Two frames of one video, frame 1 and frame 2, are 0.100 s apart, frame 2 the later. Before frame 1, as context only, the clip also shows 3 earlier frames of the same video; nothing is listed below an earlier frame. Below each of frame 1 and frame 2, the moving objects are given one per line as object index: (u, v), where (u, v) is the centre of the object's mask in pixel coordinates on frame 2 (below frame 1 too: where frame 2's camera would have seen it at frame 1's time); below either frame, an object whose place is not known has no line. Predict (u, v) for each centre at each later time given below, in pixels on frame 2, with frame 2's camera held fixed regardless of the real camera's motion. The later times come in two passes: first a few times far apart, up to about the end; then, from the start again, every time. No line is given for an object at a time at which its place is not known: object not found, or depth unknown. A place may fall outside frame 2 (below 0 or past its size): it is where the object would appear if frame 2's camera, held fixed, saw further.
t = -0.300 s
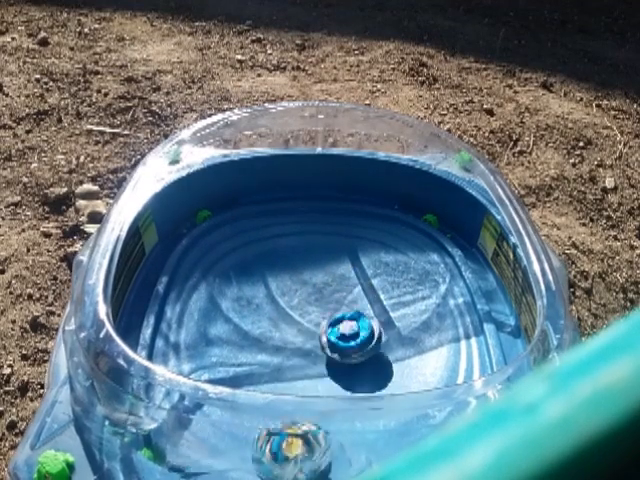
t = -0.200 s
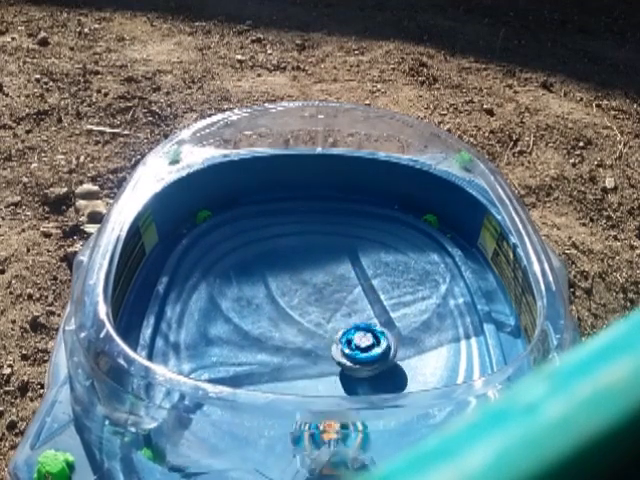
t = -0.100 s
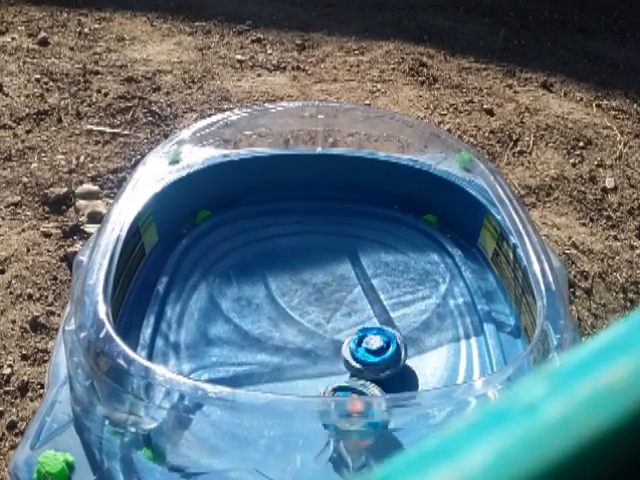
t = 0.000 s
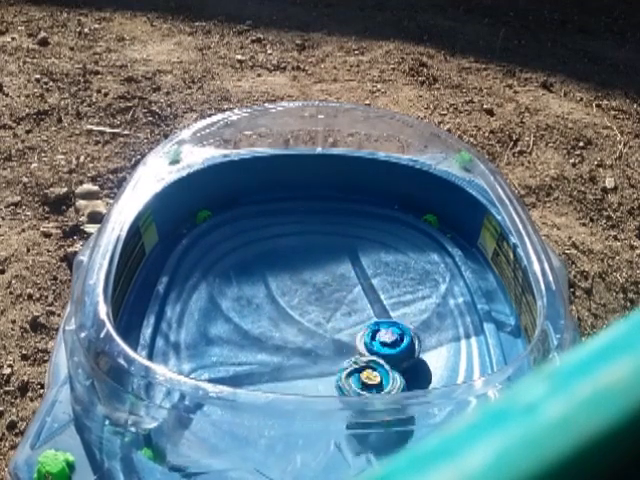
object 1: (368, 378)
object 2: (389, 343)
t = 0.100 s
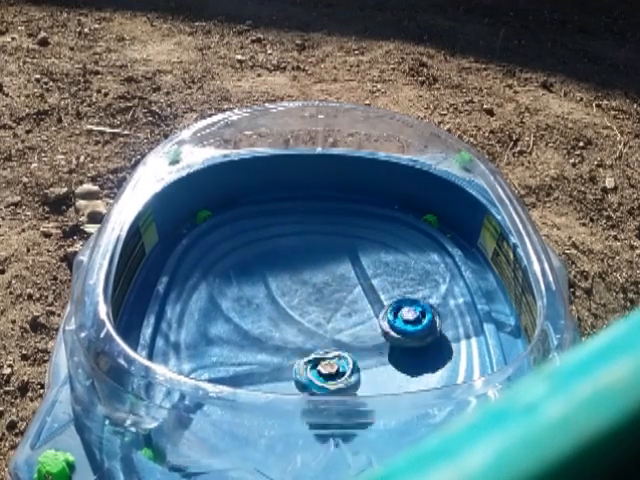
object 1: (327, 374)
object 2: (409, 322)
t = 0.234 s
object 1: (310, 357)
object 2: (395, 310)
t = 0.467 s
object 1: (285, 330)
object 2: (347, 314)
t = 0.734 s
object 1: (199, 302)
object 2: (353, 329)
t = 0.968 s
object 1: (235, 289)
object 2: (322, 343)
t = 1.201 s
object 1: (257, 263)
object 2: (304, 358)
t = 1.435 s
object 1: (304, 260)
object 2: (300, 361)
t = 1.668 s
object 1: (360, 268)
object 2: (298, 347)
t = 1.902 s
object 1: (397, 293)
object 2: (290, 326)
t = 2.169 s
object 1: (400, 333)
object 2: (276, 305)
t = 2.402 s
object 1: (359, 369)
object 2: (276, 297)
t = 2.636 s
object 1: (298, 377)
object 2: (291, 295)
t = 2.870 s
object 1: (255, 358)
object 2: (313, 293)
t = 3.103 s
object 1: (244, 317)
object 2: (331, 292)
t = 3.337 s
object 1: (263, 278)
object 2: (343, 295)
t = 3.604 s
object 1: (306, 257)
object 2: (350, 305)
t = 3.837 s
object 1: (350, 263)
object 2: (349, 320)
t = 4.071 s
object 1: (380, 289)
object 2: (345, 335)
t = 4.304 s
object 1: (400, 316)
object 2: (330, 350)
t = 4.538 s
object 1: (397, 336)
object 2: (310, 357)
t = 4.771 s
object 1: (393, 334)
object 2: (280, 359)
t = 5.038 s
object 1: (330, 323)
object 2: (270, 345)
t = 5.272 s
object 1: (335, 298)
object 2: (271, 317)
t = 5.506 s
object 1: (372, 285)
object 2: (269, 292)
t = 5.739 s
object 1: (410, 279)
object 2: (305, 276)
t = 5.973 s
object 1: (397, 298)
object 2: (341, 264)
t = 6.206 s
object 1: (343, 321)
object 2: (362, 266)
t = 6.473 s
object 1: (263, 320)
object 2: (374, 293)
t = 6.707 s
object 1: (227, 298)
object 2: (374, 327)
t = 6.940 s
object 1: (247, 287)
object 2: (359, 358)
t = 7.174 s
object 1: (303, 296)
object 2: (332, 374)
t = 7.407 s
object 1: (356, 321)
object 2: (298, 373)
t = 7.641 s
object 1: (382, 350)
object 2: (272, 357)
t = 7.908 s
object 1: (352, 365)
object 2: (262, 324)
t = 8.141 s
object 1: (308, 345)
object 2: (269, 295)
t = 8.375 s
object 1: (278, 321)
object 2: (299, 271)
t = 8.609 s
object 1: (289, 306)
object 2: (333, 262)
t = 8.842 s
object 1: (323, 303)
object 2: (364, 271)
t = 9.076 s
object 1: (334, 318)
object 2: (387, 299)
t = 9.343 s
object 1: (312, 332)
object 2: (374, 338)
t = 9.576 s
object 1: (294, 324)
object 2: (336, 359)
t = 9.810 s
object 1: (301, 309)
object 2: (287, 361)
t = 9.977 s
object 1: (319, 306)
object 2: (259, 349)
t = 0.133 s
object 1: (321, 368)
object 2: (408, 318)
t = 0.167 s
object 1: (316, 364)
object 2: (405, 314)
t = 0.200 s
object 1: (313, 360)
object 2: (401, 311)
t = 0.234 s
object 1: (310, 357)
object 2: (395, 310)
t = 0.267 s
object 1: (306, 353)
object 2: (390, 308)
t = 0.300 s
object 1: (303, 350)
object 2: (383, 307)
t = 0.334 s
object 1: (299, 345)
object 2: (375, 308)
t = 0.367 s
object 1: (296, 341)
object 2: (368, 308)
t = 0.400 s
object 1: (294, 337)
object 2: (362, 309)
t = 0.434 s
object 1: (289, 333)
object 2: (354, 311)
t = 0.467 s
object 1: (285, 330)
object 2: (347, 314)
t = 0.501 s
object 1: (280, 325)
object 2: (340, 316)
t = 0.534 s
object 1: (241, 314)
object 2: (354, 314)
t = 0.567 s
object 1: (205, 308)
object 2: (363, 318)
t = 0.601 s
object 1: (176, 298)
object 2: (365, 320)
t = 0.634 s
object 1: (171, 294)
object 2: (366, 323)
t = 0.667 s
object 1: (181, 297)
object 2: (362, 326)
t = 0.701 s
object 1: (190, 300)
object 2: (357, 327)
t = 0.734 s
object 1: (199, 302)
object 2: (353, 329)
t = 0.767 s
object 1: (207, 302)
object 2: (348, 330)
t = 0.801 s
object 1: (213, 301)
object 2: (344, 333)
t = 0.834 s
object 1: (220, 300)
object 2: (339, 335)
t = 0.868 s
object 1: (225, 299)
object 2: (334, 336)
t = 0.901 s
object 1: (230, 296)
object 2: (330, 339)
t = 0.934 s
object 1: (233, 293)
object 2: (326, 340)
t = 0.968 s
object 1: (235, 289)
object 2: (322, 343)
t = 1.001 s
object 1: (237, 284)
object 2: (318, 345)
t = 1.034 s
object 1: (238, 279)
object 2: (314, 348)
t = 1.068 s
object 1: (240, 275)
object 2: (311, 350)
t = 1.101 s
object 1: (243, 271)
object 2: (309, 353)
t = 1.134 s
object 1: (247, 268)
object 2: (307, 354)
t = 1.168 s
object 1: (252, 265)
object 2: (305, 356)
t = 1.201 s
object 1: (257, 263)
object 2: (304, 358)
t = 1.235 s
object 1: (262, 262)
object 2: (303, 359)
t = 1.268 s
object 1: (268, 261)
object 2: (302, 360)
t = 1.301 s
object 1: (274, 260)
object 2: (301, 362)
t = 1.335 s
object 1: (281, 259)
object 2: (301, 362)
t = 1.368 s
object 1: (289, 259)
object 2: (300, 362)
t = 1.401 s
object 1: (296, 259)
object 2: (301, 362)
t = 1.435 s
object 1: (304, 260)
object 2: (300, 361)
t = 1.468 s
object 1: (312, 260)
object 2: (300, 360)
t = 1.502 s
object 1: (321, 262)
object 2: (300, 359)
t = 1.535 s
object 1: (329, 262)
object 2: (298, 357)
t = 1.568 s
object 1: (337, 264)
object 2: (299, 354)
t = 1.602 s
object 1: (345, 264)
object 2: (298, 352)
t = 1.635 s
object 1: (352, 266)
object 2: (298, 350)
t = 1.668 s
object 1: (360, 268)
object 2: (298, 347)
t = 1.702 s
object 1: (367, 270)
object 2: (297, 345)
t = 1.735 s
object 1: (374, 273)
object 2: (297, 341)
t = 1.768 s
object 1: (379, 276)
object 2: (296, 338)
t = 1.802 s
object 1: (385, 279)
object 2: (294, 335)
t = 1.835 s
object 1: (389, 283)
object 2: (293, 332)
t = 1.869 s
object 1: (393, 288)
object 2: (292, 329)
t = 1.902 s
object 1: (397, 293)
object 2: (290, 326)
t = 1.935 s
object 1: (400, 297)
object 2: (289, 322)
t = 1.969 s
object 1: (404, 301)
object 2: (287, 319)
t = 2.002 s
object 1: (404, 306)
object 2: (285, 316)
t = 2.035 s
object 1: (404, 312)
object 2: (283, 313)
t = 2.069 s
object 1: (405, 318)
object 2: (281, 311)
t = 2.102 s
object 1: (404, 323)
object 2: (279, 308)
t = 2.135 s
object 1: (402, 328)
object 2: (277, 307)
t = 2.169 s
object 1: (400, 333)
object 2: (276, 305)
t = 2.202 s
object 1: (395, 340)
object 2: (275, 303)
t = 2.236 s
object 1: (391, 346)
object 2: (274, 302)
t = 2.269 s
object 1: (386, 351)
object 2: (274, 301)
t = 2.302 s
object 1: (380, 356)
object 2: (274, 299)
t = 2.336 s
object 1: (373, 361)
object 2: (274, 299)
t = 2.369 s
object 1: (366, 365)
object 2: (275, 298)
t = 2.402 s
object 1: (359, 369)
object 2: (276, 297)
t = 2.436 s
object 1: (351, 372)
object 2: (277, 297)
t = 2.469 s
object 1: (342, 374)
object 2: (279, 296)
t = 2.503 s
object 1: (334, 375)
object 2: (281, 295)
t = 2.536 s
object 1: (325, 376)
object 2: (284, 295)
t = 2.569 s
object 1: (315, 377)
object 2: (286, 295)
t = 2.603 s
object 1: (307, 377)
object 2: (288, 295)
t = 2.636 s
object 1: (298, 377)
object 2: (291, 295)
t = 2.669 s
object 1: (291, 375)
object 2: (294, 295)
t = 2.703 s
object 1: (283, 374)
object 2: (296, 294)
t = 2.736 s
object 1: (277, 372)
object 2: (300, 294)
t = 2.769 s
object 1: (270, 369)
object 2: (304, 294)
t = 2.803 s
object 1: (264, 367)
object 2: (306, 294)
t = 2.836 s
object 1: (258, 361)
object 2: (309, 294)
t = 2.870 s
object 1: (255, 358)
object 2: (313, 293)
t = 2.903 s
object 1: (251, 353)
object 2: (315, 292)
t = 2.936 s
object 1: (248, 347)
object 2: (317, 292)
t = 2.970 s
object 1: (247, 342)
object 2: (321, 292)
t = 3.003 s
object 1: (245, 336)
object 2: (323, 292)
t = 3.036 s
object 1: (243, 330)
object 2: (326, 292)
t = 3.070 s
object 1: (244, 324)
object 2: (328, 292)
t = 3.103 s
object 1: (244, 317)
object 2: (331, 292)
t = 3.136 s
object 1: (245, 312)
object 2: (332, 292)
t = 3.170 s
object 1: (246, 306)
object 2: (335, 292)
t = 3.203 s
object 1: (249, 299)
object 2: (337, 293)
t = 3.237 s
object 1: (252, 294)
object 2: (339, 293)
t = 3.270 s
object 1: (256, 288)
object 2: (340, 294)
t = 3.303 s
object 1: (259, 282)
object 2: (342, 295)
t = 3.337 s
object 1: (263, 278)
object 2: (343, 295)
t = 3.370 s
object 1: (267, 273)
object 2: (345, 296)
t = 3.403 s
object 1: (272, 270)
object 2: (345, 297)
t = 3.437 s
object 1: (277, 266)
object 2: (347, 298)
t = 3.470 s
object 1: (282, 263)
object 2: (348, 299)
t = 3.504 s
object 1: (288, 261)
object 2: (349, 301)
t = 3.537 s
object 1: (293, 259)
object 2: (349, 302)
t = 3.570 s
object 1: (300, 258)
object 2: (349, 304)
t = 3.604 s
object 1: (306, 257)
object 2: (350, 305)
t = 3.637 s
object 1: (312, 256)
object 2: (350, 307)
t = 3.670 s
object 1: (319, 257)
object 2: (349, 309)
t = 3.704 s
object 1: (326, 257)
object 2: (349, 312)
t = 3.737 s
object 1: (332, 258)
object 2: (349, 314)
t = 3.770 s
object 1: (338, 259)
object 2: (349, 316)
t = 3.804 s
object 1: (344, 260)
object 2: (349, 318)
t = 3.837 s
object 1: (350, 263)
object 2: (349, 320)
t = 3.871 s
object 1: (356, 265)
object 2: (349, 323)
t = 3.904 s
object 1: (361, 268)
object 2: (348, 325)
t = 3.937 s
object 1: (366, 271)
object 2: (348, 327)
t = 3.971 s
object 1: (370, 275)
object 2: (348, 329)
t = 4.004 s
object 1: (374, 281)
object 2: (347, 331)
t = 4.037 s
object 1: (378, 284)
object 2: (346, 333)
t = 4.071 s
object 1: (380, 289)
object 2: (345, 335)
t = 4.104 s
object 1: (384, 294)
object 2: (344, 336)
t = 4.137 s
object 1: (385, 299)
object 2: (342, 338)
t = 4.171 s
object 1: (390, 303)
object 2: (339, 340)
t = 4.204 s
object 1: (395, 305)
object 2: (335, 345)
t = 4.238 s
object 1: (398, 309)
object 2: (332, 346)
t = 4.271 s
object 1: (399, 312)
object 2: (331, 348)
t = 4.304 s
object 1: (400, 316)
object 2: (330, 350)
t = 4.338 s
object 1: (399, 319)
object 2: (329, 351)
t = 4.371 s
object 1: (399, 322)
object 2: (328, 352)
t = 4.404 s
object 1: (396, 325)
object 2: (326, 354)
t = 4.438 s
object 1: (394, 330)
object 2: (325, 355)
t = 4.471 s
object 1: (390, 333)
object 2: (324, 355)
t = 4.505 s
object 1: (386, 337)
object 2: (323, 356)
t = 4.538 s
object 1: (397, 336)
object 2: (310, 357)
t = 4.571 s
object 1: (406, 336)
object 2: (301, 356)
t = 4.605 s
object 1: (408, 336)
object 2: (296, 357)
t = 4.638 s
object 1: (407, 334)
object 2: (291, 358)
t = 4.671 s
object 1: (405, 335)
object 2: (288, 359)
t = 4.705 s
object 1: (401, 334)
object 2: (285, 360)
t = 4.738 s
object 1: (397, 333)
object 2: (283, 359)
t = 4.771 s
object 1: (393, 334)
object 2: (280, 359)
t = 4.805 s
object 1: (388, 333)
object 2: (278, 359)
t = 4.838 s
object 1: (381, 331)
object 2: (277, 358)
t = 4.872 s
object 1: (375, 331)
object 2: (276, 357)
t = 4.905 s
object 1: (366, 329)
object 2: (274, 355)
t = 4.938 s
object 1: (358, 329)
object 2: (274, 354)
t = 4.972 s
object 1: (350, 328)
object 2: (273, 352)
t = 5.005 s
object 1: (331, 326)
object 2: (273, 347)
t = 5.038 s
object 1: (330, 323)
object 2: (270, 345)
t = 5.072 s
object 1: (335, 320)
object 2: (266, 342)
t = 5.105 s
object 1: (337, 316)
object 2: (265, 337)
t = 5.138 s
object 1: (337, 313)
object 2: (266, 332)
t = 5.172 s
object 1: (336, 308)
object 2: (267, 329)
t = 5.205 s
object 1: (336, 305)
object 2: (268, 325)
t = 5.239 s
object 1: (335, 301)
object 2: (270, 321)
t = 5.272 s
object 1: (335, 298)
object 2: (271, 317)
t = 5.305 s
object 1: (334, 294)
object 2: (272, 313)
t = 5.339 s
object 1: (333, 291)
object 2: (273, 309)
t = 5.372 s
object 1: (332, 289)
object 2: (275, 305)
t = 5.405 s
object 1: (330, 287)
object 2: (276, 301)
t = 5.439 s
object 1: (346, 281)
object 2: (271, 296)
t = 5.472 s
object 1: (361, 286)
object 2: (267, 294)
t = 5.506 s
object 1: (372, 285)
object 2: (269, 292)
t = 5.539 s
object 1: (379, 285)
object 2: (273, 292)
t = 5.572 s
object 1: (386, 285)
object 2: (277, 290)
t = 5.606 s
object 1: (393, 282)
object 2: (282, 288)
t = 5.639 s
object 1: (398, 279)
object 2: (289, 285)
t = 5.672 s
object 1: (403, 279)
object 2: (294, 282)
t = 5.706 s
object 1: (407, 279)
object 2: (300, 279)
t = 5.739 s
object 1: (410, 279)
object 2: (305, 276)
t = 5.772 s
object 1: (411, 281)
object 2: (311, 274)
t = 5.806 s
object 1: (411, 282)
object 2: (316, 272)
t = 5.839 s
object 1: (410, 284)
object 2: (322, 270)
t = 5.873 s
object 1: (409, 287)
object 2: (327, 268)
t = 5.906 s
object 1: (406, 290)
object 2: (332, 267)
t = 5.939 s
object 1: (402, 294)
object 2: (337, 265)
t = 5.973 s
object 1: (397, 298)
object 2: (341, 264)
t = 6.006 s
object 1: (392, 302)
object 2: (344, 263)
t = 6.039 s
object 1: (385, 306)
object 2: (348, 263)
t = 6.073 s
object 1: (377, 310)
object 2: (351, 263)
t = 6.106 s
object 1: (369, 313)
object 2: (355, 263)
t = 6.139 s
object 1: (361, 316)
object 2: (357, 263)
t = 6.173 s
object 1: (353, 319)
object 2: (360, 265)
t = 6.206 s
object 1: (343, 321)
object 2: (362, 266)
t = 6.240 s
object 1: (332, 323)
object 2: (364, 268)
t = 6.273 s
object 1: (322, 324)
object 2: (367, 269)
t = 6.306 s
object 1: (311, 325)
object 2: (368, 273)
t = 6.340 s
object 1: (300, 325)
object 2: (370, 276)
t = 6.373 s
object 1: (291, 325)
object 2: (371, 280)
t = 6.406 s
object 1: (280, 323)
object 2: (372, 284)
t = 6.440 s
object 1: (272, 321)
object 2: (373, 288)
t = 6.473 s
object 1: (263, 320)
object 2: (374, 293)
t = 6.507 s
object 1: (255, 317)
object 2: (375, 297)
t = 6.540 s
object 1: (248, 314)
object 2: (376, 302)
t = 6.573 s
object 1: (241, 310)
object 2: (375, 307)
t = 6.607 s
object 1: (237, 307)
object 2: (375, 311)
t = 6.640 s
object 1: (232, 303)
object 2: (375, 317)
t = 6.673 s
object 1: (229, 300)
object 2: (375, 322)
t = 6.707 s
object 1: (227, 298)
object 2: (374, 327)
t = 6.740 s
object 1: (227, 295)
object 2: (373, 331)
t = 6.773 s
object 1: (228, 293)
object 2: (371, 336)
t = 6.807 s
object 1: (230, 291)
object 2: (369, 341)
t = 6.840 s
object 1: (233, 288)
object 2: (368, 345)
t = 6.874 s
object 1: (237, 287)
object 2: (366, 350)
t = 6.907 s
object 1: (242, 287)
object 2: (362, 354)
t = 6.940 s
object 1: (247, 287)
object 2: (359, 358)
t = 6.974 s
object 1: (254, 288)
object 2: (356, 361)
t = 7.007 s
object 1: (261, 288)
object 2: (353, 365)
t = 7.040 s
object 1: (268, 288)
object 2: (349, 368)
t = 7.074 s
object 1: (277, 290)
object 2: (346, 370)
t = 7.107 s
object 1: (285, 291)
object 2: (341, 371)
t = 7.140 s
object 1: (294, 294)
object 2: (336, 372)
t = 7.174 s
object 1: (303, 296)
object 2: (332, 374)
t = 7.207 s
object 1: (311, 299)
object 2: (328, 375)
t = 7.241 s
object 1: (320, 303)
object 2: (321, 376)
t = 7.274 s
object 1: (328, 305)
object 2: (317, 375)
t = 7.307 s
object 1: (335, 308)
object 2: (312, 375)
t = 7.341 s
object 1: (343, 312)
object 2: (307, 375)
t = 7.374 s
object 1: (349, 316)
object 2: (303, 374)
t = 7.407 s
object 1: (356, 321)
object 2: (298, 373)
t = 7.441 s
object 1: (362, 325)
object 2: (293, 372)
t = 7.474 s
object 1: (368, 328)
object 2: (290, 371)
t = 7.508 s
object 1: (373, 333)
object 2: (285, 369)
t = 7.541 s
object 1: (376, 337)
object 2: (282, 367)
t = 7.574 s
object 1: (379, 342)
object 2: (279, 365)
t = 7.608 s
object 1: (381, 346)
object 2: (275, 361)
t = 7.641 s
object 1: (382, 350)
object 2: (272, 357)
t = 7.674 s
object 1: (382, 353)
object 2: (270, 354)
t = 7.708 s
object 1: (381, 356)
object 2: (268, 350)
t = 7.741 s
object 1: (377, 360)
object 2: (266, 346)
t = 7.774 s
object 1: (374, 362)
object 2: (265, 341)
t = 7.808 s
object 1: (369, 364)
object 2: (264, 338)
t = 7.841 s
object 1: (365, 365)
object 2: (263, 333)
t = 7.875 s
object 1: (358, 365)
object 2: (262, 328)
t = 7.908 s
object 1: (352, 365)
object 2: (262, 324)
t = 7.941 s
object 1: (346, 364)
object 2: (263, 319)
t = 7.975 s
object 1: (340, 363)
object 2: (262, 315)
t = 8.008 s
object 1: (334, 361)
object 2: (264, 311)
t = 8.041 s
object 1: (326, 357)
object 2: (264, 306)
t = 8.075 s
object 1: (320, 353)
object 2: (266, 303)
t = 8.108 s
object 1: (314, 349)
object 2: (268, 298)
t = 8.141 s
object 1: (308, 345)
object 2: (269, 295)
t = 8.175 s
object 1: (303, 339)
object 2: (272, 292)
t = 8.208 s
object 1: (298, 333)
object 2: (274, 288)
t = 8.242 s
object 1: (296, 328)
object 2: (276, 284)
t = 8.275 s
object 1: (293, 324)
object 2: (280, 280)
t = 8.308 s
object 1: (286, 324)
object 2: (287, 276)
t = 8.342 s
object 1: (281, 324)
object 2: (293, 274)
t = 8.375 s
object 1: (278, 321)
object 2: (299, 271)
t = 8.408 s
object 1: (278, 319)
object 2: (303, 269)
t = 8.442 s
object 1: (278, 317)
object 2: (309, 267)
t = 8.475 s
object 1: (279, 314)
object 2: (313, 265)
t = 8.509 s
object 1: (280, 312)
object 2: (318, 264)
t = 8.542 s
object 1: (283, 309)
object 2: (324, 263)
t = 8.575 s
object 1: (285, 308)
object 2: (328, 263)
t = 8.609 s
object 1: (289, 306)
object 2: (333, 262)
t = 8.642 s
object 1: (293, 305)
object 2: (338, 263)
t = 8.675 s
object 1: (297, 303)
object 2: (344, 263)
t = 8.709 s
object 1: (302, 303)
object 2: (348, 264)
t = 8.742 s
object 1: (307, 303)
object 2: (352, 266)
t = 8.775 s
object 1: (313, 302)
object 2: (356, 267)
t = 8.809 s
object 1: (317, 303)
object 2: (360, 269)
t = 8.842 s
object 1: (323, 303)
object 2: (364, 271)
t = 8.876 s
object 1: (327, 305)
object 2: (369, 273)
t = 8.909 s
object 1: (333, 306)
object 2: (371, 277)
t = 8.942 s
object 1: (334, 307)
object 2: (376, 281)
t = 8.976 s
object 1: (334, 309)
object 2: (381, 286)
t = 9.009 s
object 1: (335, 313)
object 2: (383, 290)
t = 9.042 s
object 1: (335, 315)
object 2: (383, 295)
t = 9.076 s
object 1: (334, 318)
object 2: (387, 299)
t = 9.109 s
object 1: (333, 321)
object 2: (386, 304)
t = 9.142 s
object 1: (331, 323)
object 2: (386, 309)
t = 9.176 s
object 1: (329, 326)
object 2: (385, 314)
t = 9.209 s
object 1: (326, 328)
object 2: (385, 318)
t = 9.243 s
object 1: (323, 329)
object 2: (383, 325)
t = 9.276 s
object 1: (318, 330)
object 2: (381, 328)
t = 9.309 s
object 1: (316, 332)
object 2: (378, 333)
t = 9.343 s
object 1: (312, 332)
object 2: (374, 338)
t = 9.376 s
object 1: (308, 332)
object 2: (370, 341)
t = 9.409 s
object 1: (305, 331)
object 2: (367, 344)
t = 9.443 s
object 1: (302, 331)
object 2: (361, 348)
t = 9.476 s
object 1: (299, 330)
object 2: (356, 352)
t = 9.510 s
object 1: (296, 327)
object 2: (349, 356)
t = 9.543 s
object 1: (295, 325)
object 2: (343, 358)
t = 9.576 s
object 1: (294, 324)
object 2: (336, 359)
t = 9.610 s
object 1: (293, 322)
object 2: (328, 362)
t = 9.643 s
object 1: (293, 319)
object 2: (322, 362)
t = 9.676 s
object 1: (294, 317)
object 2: (314, 363)
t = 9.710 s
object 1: (294, 314)
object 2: (307, 364)
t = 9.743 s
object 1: (296, 313)
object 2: (300, 363)
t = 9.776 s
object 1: (298, 311)
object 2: (294, 363)
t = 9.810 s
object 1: (301, 309)
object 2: (287, 361)
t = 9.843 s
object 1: (305, 308)
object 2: (280, 359)
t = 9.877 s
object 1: (308, 307)
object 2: (273, 358)
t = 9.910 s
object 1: (312, 306)
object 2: (269, 355)
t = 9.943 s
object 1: (316, 305)
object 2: (264, 352)
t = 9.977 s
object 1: (319, 306)
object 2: (259, 349)
